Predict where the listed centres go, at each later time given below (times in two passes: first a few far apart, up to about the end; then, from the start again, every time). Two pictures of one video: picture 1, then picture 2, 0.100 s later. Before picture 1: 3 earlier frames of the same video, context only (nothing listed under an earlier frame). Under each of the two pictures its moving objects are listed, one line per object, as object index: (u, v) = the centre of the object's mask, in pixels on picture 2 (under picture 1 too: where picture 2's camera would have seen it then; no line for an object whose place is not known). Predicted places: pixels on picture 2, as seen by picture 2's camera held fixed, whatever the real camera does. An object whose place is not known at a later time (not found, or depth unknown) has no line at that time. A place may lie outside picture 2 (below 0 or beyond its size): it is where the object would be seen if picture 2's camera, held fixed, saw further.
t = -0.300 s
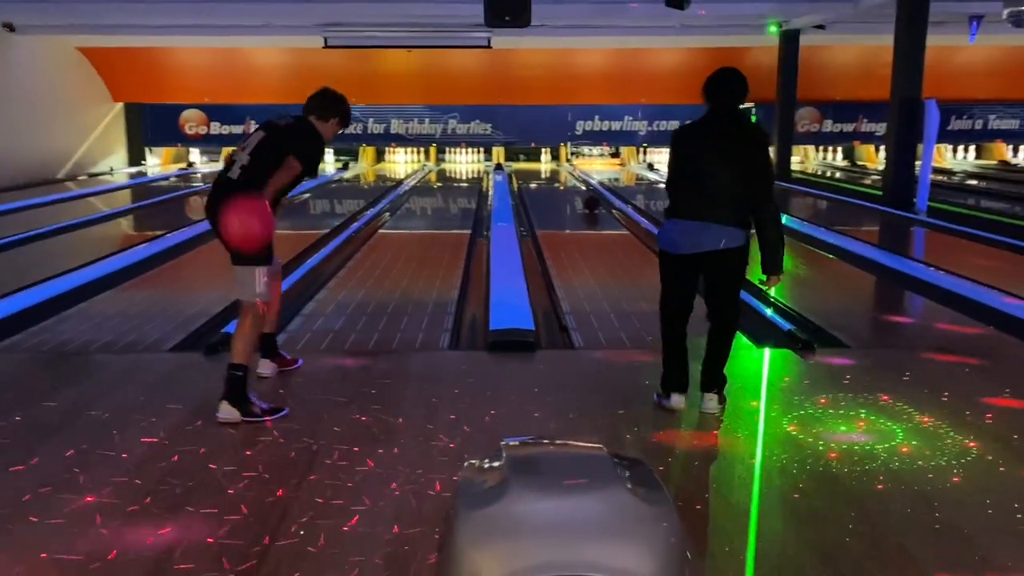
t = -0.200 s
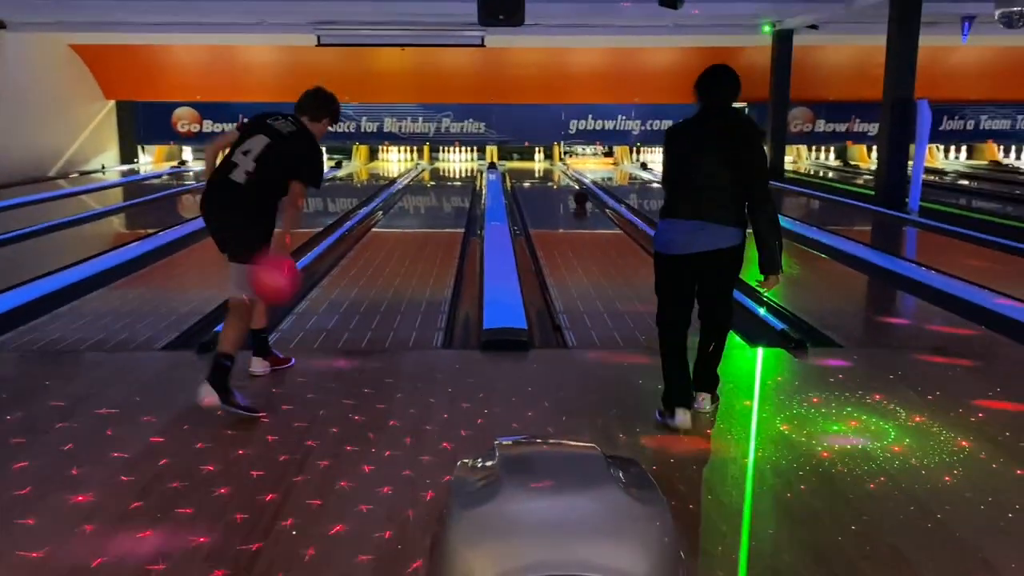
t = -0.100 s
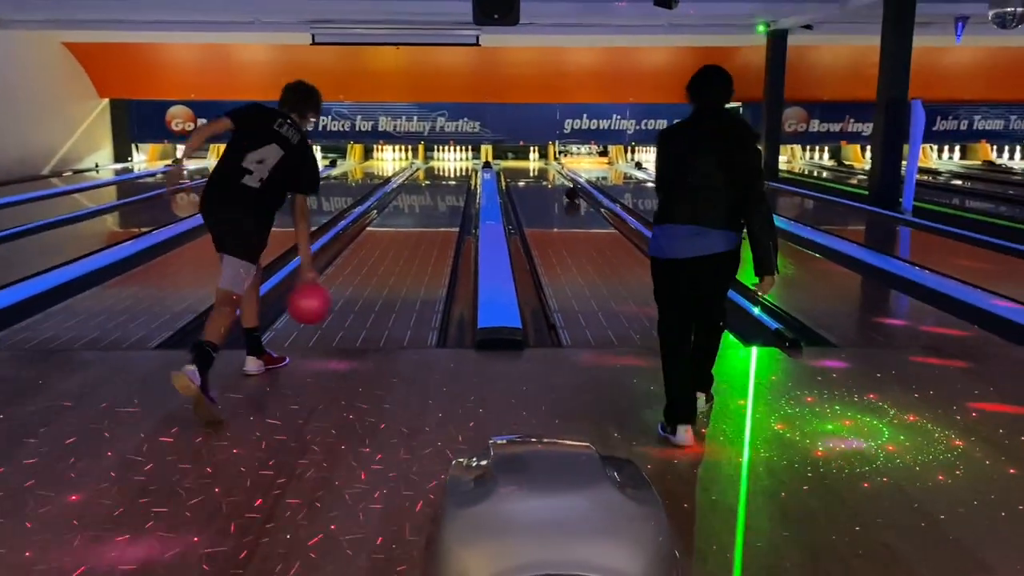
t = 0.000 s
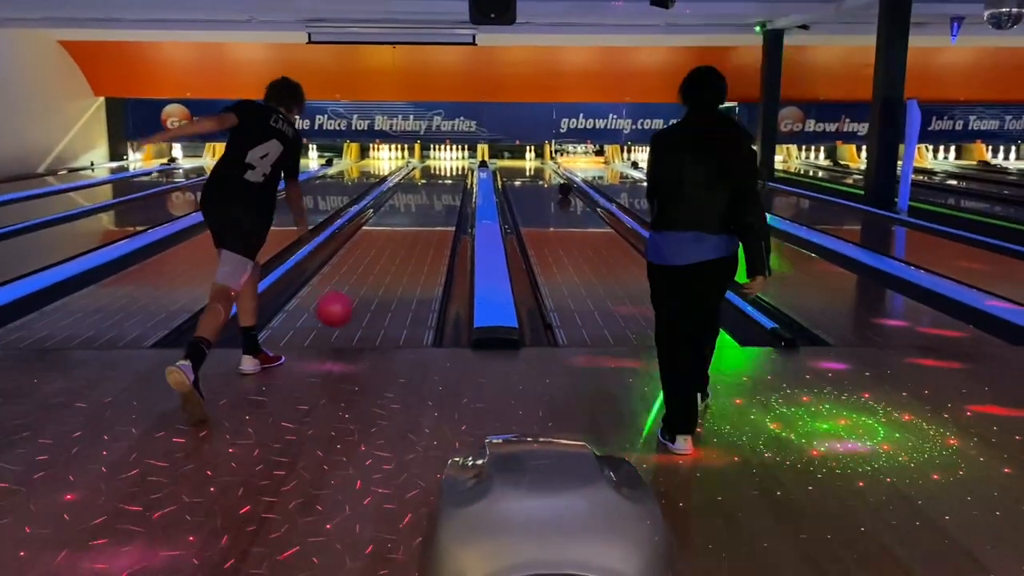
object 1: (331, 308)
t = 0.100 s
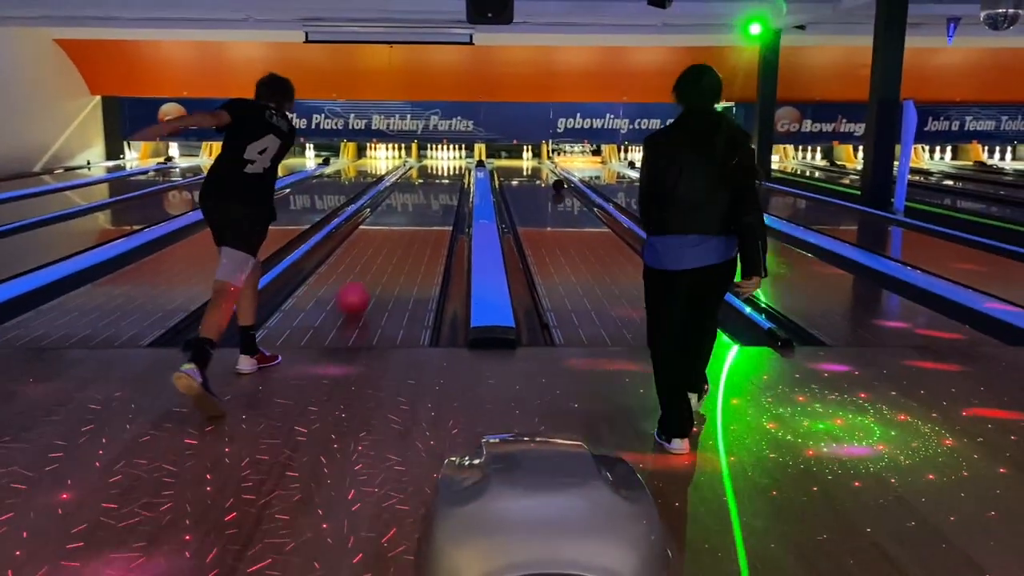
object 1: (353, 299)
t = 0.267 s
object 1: (377, 270)
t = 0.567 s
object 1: (405, 235)
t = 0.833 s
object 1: (421, 214)
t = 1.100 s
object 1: (432, 200)
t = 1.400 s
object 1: (440, 189)
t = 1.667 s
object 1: (446, 181)
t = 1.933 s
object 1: (451, 174)
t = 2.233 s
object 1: (455, 169)
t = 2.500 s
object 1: (457, 169)
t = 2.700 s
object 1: (459, 162)
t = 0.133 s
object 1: (358, 292)
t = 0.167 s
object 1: (363, 285)
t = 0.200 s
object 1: (369, 280)
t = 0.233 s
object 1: (373, 274)
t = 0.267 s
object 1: (377, 270)
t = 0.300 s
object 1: (381, 264)
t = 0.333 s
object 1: (384, 260)
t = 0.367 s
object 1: (388, 256)
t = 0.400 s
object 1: (392, 252)
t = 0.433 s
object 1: (395, 247)
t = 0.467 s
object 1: (397, 243)
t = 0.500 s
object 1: (400, 240)
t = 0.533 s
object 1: (403, 237)
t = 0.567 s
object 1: (405, 235)
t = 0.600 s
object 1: (408, 231)
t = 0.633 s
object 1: (410, 229)
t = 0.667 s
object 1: (412, 226)
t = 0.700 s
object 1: (414, 223)
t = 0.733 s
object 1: (416, 220)
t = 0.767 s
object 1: (418, 218)
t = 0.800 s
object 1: (419, 216)
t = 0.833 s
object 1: (421, 214)
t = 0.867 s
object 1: (423, 213)
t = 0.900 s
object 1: (424, 210)
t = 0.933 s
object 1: (425, 208)
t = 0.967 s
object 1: (427, 207)
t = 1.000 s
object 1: (428, 205)
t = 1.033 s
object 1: (430, 203)
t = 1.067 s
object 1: (431, 202)
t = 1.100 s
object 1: (432, 200)
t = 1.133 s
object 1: (433, 199)
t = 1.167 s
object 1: (435, 197)
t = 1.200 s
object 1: (435, 196)
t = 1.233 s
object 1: (436, 195)
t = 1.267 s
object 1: (437, 194)
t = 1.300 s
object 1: (439, 190)
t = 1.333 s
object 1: (439, 190)
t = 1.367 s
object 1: (439, 190)
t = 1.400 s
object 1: (440, 189)
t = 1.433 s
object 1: (441, 187)
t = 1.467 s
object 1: (442, 186)
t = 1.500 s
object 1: (443, 185)
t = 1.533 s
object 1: (444, 184)
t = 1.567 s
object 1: (444, 182)
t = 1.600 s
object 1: (446, 181)
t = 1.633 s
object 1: (446, 181)
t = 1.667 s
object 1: (446, 181)
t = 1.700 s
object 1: (447, 179)
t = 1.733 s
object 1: (448, 178)
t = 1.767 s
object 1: (448, 177)
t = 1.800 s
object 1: (449, 177)
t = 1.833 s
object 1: (449, 176)
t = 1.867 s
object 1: (450, 175)
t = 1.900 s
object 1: (451, 174)
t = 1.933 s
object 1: (451, 174)
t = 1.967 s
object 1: (451, 173)
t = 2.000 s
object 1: (451, 173)
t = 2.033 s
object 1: (452, 173)
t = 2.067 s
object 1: (453, 172)
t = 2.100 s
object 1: (453, 172)
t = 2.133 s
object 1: (453, 171)
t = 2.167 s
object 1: (453, 171)
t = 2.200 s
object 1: (455, 170)
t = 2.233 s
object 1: (455, 169)
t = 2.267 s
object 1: (455, 169)
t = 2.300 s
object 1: (456, 169)
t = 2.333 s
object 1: (456, 169)
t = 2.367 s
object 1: (456, 169)
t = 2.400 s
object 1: (457, 169)
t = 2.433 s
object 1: (456, 170)
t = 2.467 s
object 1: (456, 169)
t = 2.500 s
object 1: (457, 169)
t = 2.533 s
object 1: (458, 165)
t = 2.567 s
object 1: (458, 163)
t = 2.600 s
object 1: (458, 163)
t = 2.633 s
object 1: (458, 163)
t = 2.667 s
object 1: (459, 162)
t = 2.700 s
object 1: (459, 162)
